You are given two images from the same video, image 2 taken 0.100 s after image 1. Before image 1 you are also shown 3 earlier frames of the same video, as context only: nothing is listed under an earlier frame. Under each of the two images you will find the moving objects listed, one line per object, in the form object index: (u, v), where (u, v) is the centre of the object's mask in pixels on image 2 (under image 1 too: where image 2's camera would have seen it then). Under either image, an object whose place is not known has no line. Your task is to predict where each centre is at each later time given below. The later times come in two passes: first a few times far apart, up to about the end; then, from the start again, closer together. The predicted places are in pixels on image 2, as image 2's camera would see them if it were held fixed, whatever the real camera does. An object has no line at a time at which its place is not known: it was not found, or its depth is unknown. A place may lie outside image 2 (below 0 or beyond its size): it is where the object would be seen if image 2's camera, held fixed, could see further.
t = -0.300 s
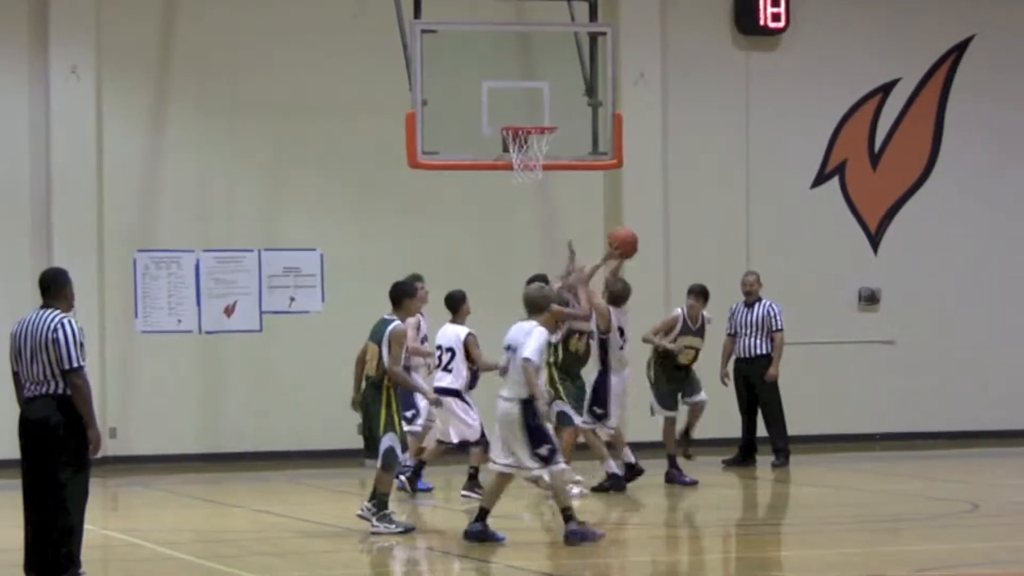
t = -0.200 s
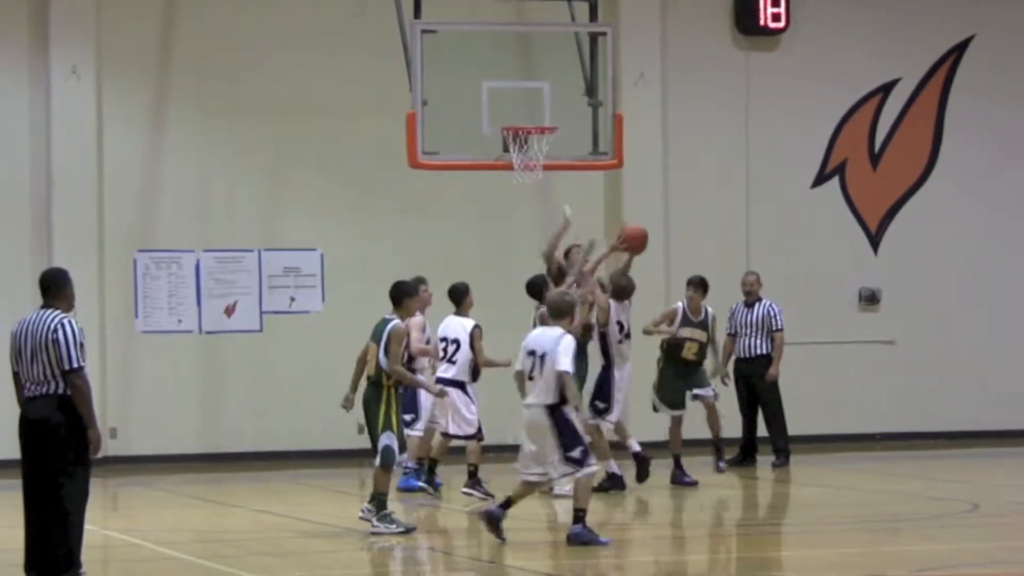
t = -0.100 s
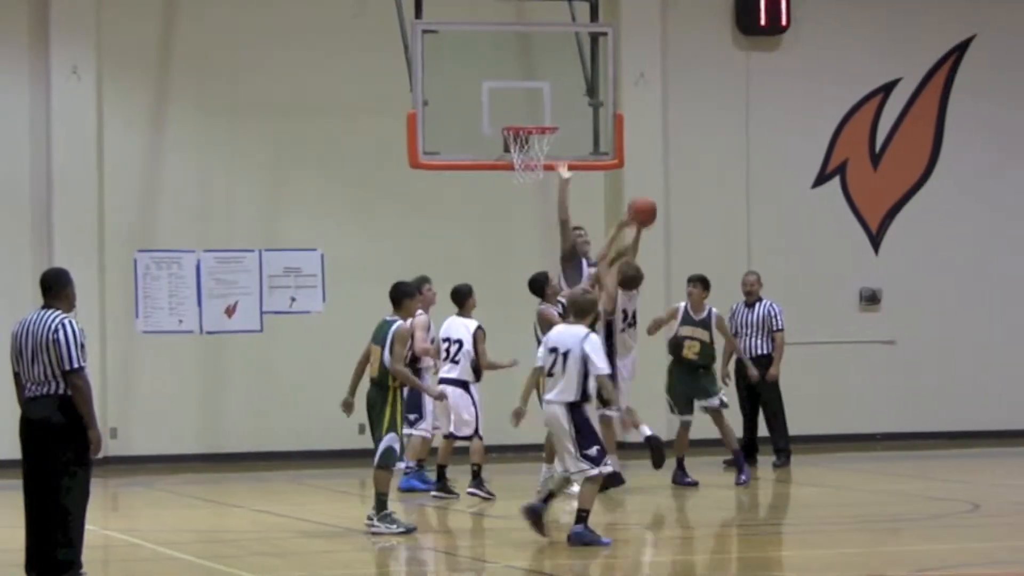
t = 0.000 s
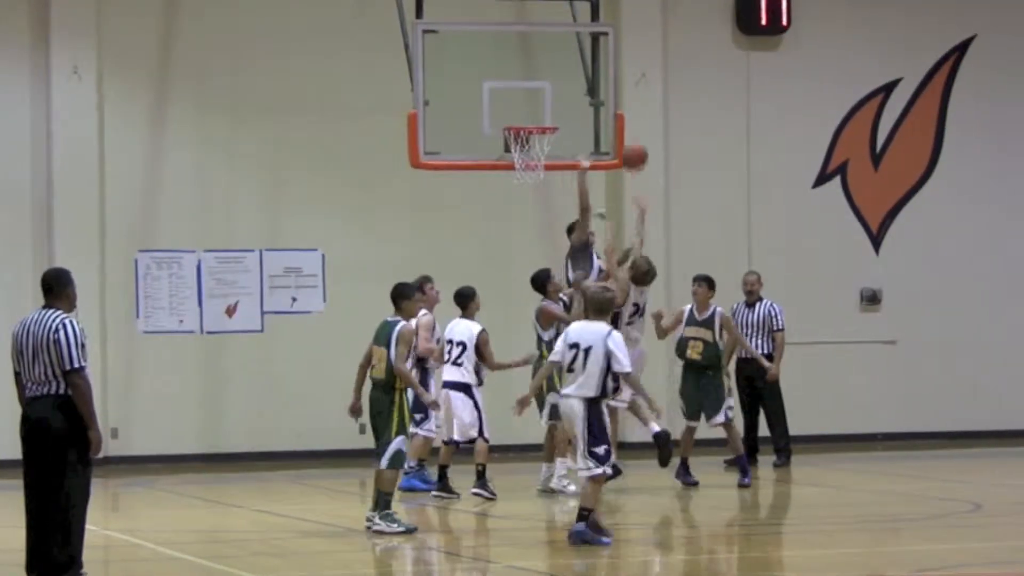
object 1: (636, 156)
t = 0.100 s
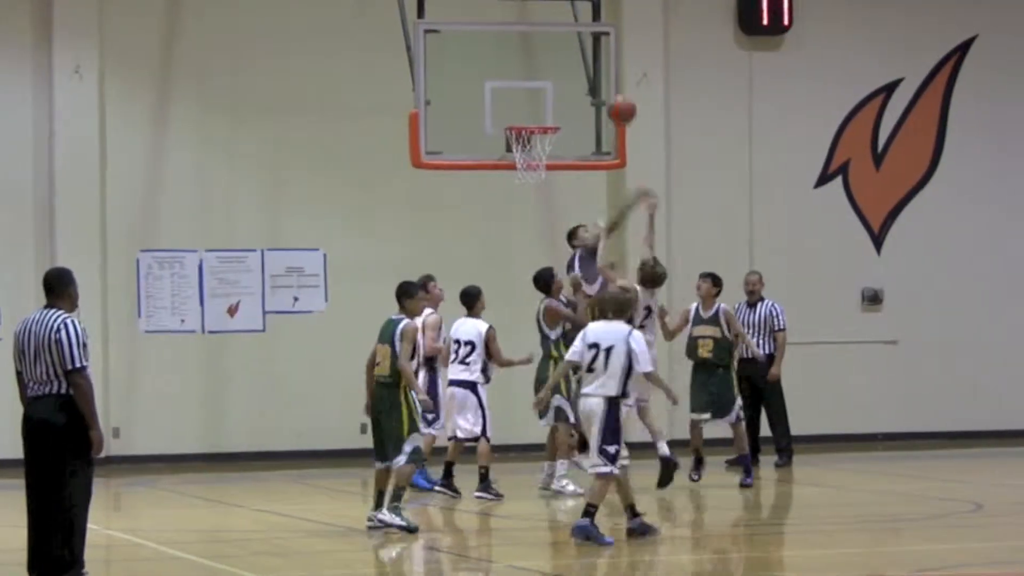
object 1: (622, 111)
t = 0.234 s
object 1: (605, 70)
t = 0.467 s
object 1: (577, 49)
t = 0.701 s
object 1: (550, 94)
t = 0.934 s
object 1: (536, 131)
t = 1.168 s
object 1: (560, 148)
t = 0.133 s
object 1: (617, 99)
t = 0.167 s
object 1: (614, 88)
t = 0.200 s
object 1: (609, 78)
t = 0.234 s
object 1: (605, 70)
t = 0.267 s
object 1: (600, 62)
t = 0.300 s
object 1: (597, 58)
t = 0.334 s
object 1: (593, 53)
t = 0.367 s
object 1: (589, 51)
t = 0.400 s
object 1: (585, 49)
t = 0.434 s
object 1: (581, 49)
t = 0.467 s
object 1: (577, 49)
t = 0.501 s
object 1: (572, 52)
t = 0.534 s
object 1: (569, 56)
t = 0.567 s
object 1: (565, 61)
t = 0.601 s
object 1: (562, 67)
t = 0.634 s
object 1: (558, 75)
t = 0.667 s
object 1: (554, 84)
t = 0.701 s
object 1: (550, 94)
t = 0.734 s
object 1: (548, 105)
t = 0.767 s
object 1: (544, 115)
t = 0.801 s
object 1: (538, 119)
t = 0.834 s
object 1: (531, 119)
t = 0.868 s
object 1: (527, 122)
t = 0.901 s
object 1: (529, 122)
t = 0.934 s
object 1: (536, 131)
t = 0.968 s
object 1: (538, 137)
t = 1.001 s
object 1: (543, 141)
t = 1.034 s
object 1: (549, 145)
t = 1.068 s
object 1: (554, 147)
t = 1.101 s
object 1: (558, 147)
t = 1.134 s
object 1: (559, 149)
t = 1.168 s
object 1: (560, 148)
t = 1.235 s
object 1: (558, 150)
